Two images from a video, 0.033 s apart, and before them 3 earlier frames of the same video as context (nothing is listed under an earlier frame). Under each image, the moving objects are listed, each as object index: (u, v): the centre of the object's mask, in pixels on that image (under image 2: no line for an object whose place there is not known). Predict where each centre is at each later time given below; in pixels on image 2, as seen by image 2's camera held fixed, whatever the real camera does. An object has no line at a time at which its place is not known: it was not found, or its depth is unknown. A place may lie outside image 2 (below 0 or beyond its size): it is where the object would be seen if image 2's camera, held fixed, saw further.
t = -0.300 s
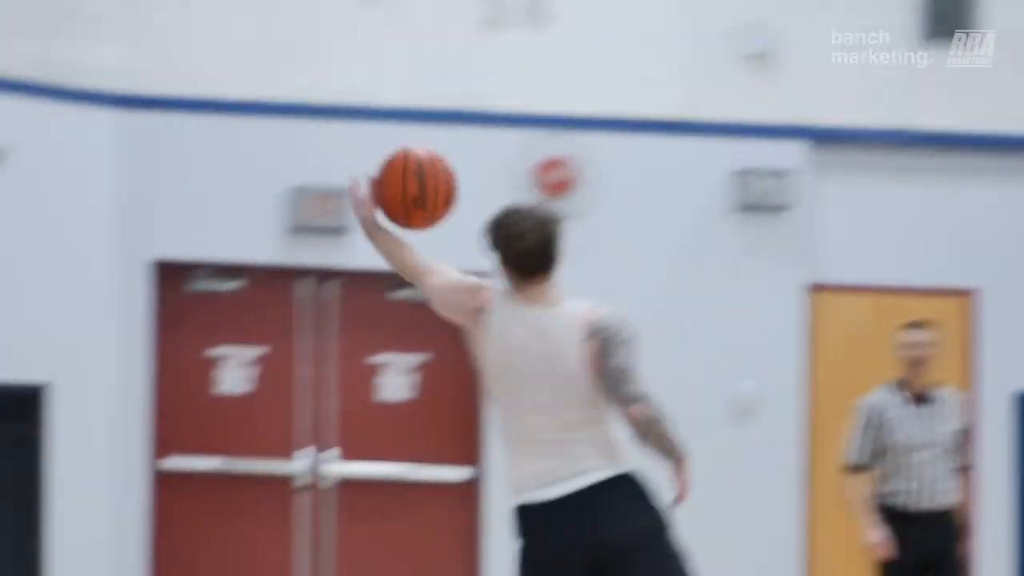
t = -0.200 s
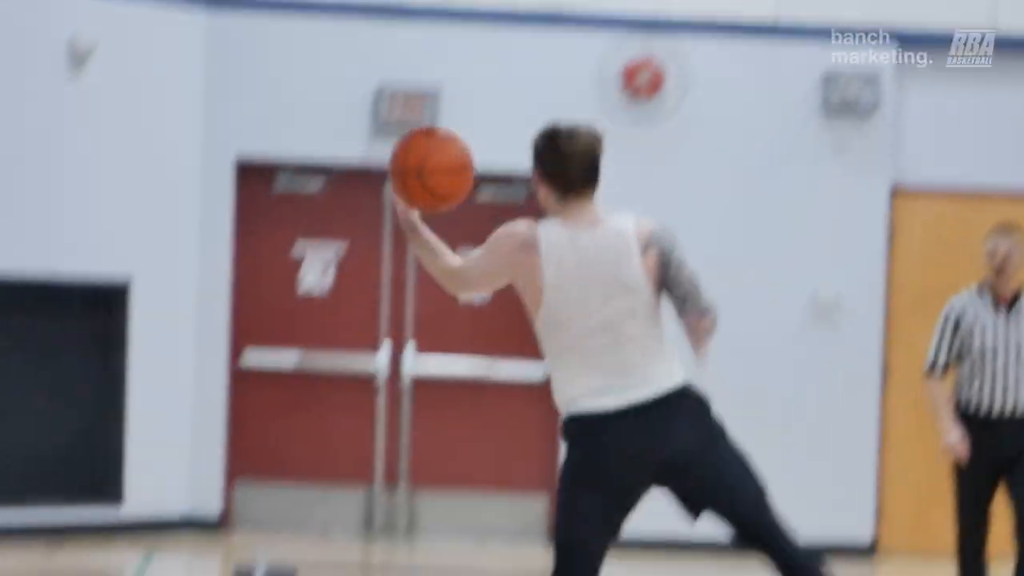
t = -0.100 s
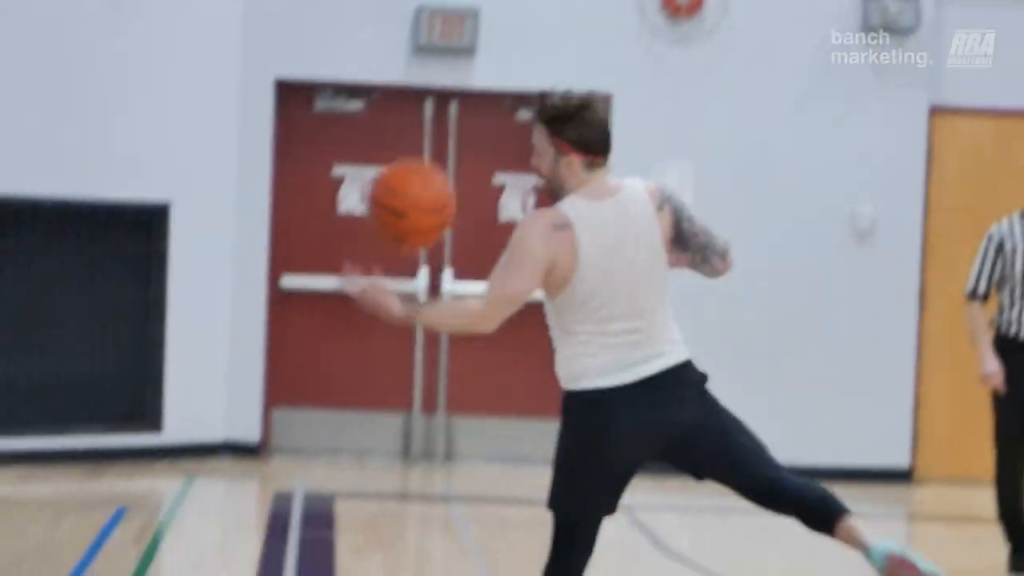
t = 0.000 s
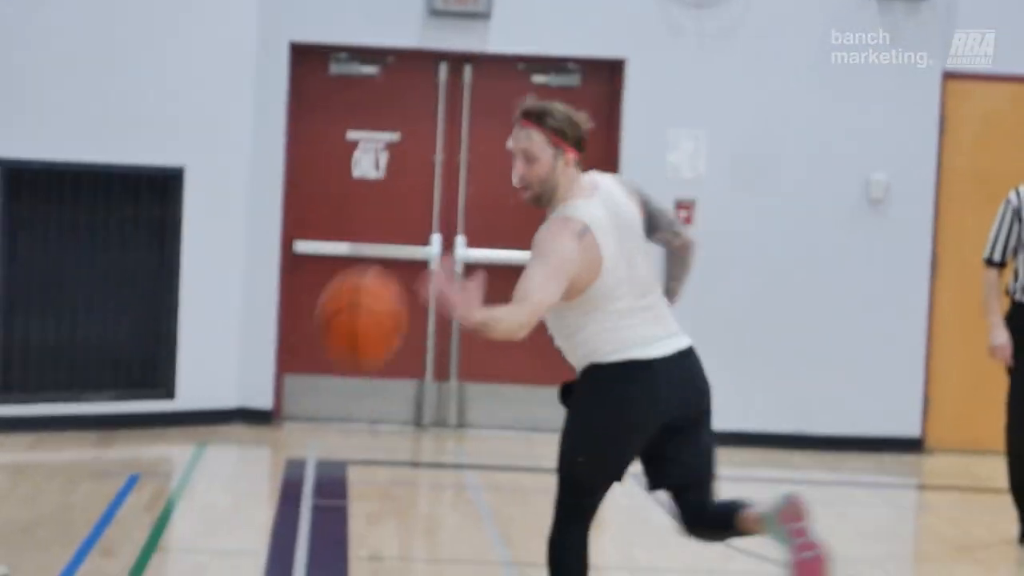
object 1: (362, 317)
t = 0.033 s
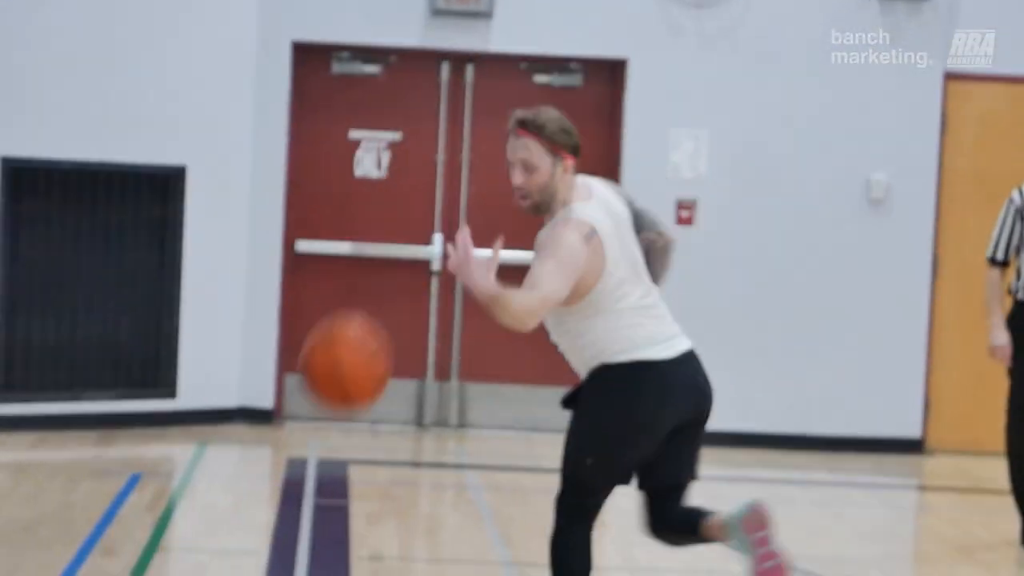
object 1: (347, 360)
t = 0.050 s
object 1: (338, 387)
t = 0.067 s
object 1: (328, 415)
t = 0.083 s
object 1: (321, 446)
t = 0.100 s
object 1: (312, 473)
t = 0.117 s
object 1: (303, 505)
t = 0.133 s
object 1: (295, 534)
